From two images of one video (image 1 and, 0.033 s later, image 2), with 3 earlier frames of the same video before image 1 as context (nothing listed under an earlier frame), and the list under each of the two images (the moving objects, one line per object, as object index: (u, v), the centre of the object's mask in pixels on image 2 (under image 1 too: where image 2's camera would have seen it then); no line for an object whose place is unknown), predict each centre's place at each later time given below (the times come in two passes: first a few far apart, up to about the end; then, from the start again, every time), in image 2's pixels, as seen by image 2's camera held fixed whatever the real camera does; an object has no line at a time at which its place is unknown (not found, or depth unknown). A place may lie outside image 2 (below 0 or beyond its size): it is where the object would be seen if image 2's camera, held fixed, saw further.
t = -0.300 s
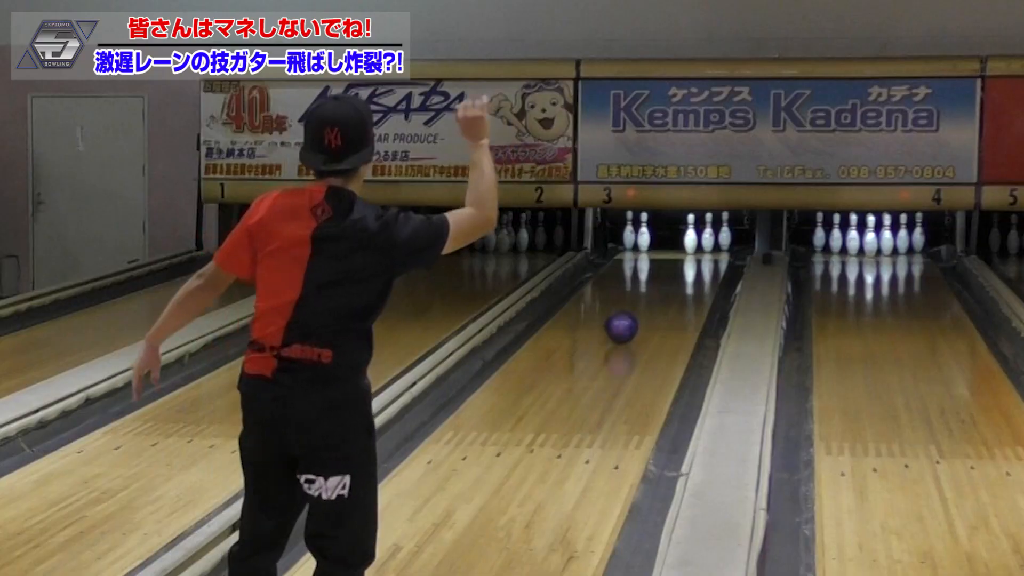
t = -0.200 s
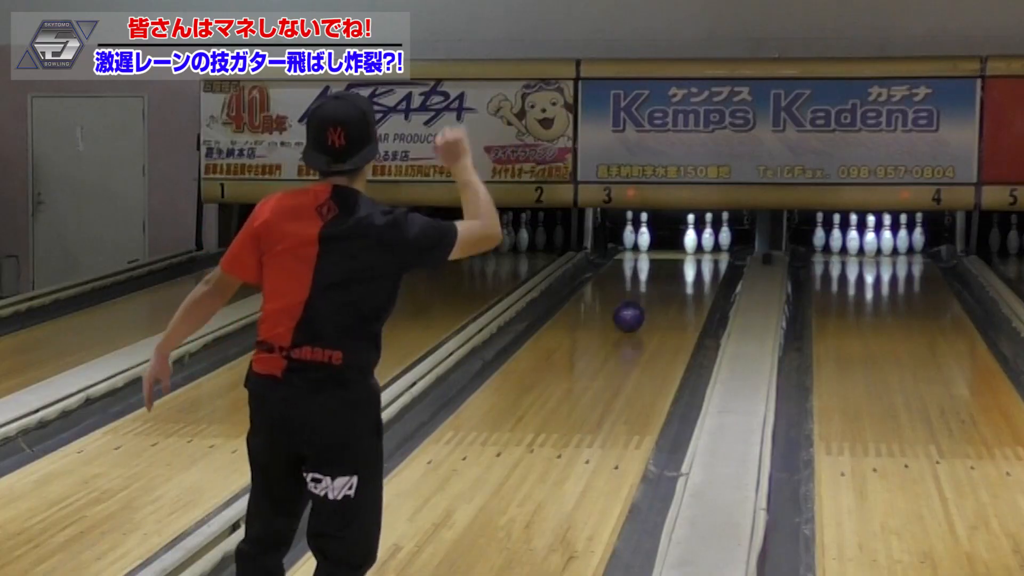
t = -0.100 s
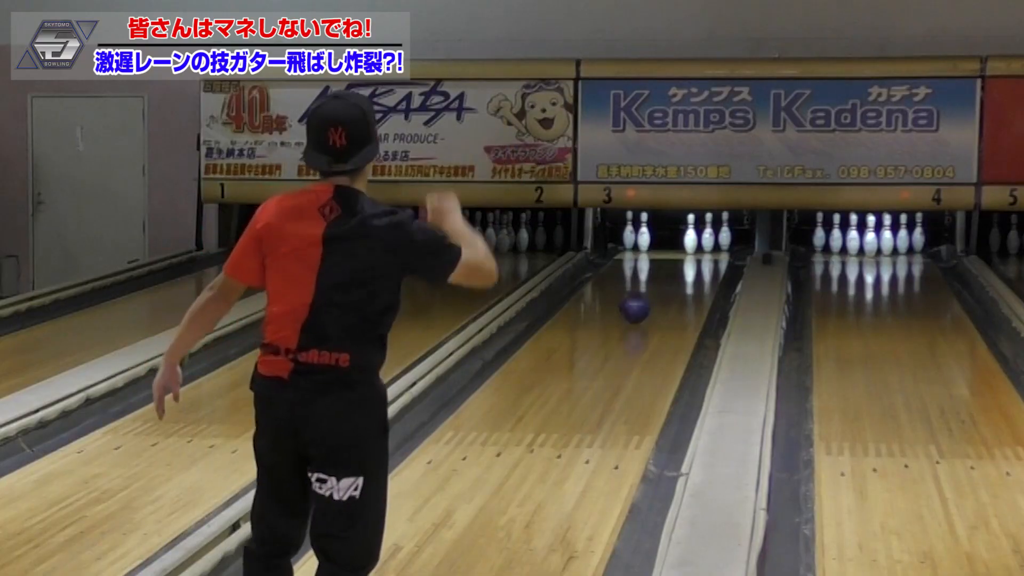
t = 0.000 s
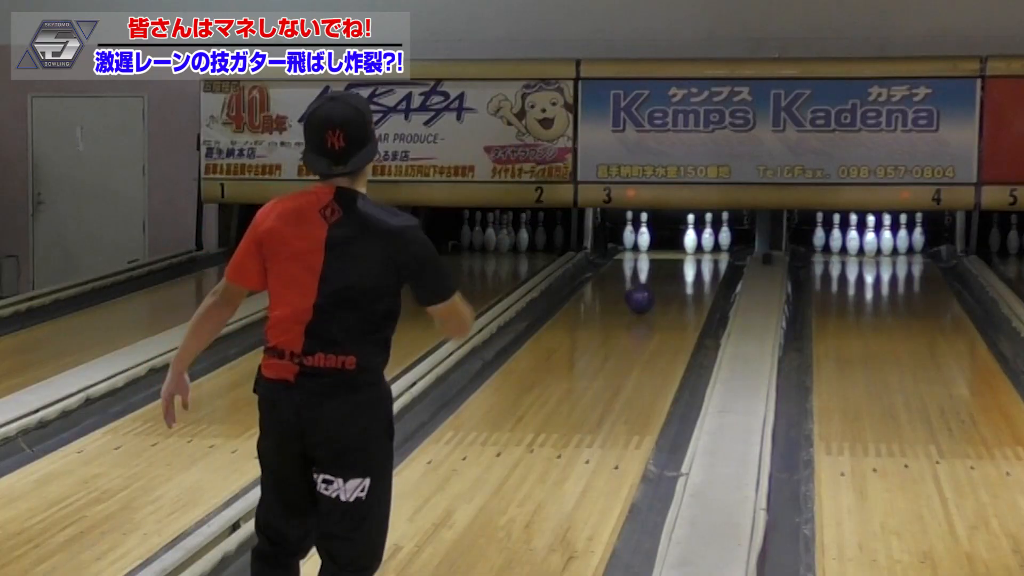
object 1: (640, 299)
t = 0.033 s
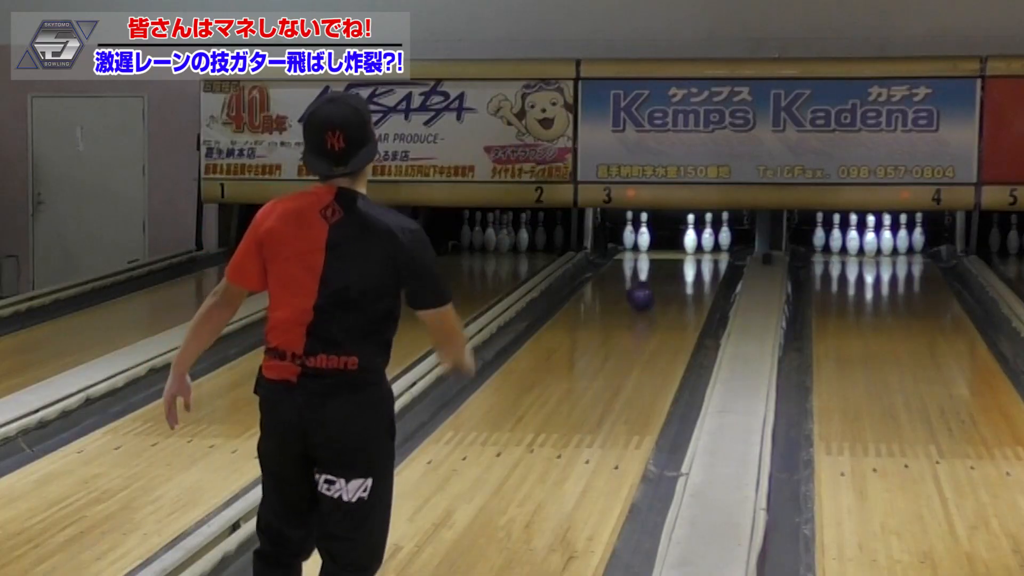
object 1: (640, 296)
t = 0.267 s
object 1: (652, 277)
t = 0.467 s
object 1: (657, 265)
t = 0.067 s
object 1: (643, 292)
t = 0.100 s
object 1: (644, 289)
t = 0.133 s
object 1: (647, 288)
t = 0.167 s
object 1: (648, 285)
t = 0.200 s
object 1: (649, 282)
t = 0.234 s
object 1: (650, 280)
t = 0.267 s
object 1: (652, 277)
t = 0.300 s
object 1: (652, 276)
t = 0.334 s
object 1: (653, 274)
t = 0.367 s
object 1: (654, 271)
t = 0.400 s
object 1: (655, 269)
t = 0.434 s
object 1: (656, 267)
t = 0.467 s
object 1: (657, 265)
